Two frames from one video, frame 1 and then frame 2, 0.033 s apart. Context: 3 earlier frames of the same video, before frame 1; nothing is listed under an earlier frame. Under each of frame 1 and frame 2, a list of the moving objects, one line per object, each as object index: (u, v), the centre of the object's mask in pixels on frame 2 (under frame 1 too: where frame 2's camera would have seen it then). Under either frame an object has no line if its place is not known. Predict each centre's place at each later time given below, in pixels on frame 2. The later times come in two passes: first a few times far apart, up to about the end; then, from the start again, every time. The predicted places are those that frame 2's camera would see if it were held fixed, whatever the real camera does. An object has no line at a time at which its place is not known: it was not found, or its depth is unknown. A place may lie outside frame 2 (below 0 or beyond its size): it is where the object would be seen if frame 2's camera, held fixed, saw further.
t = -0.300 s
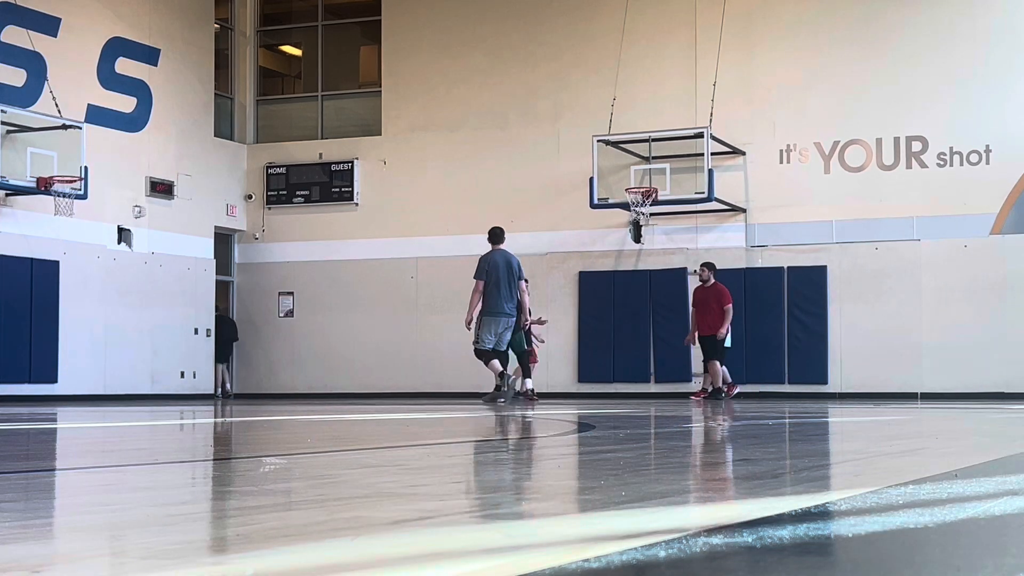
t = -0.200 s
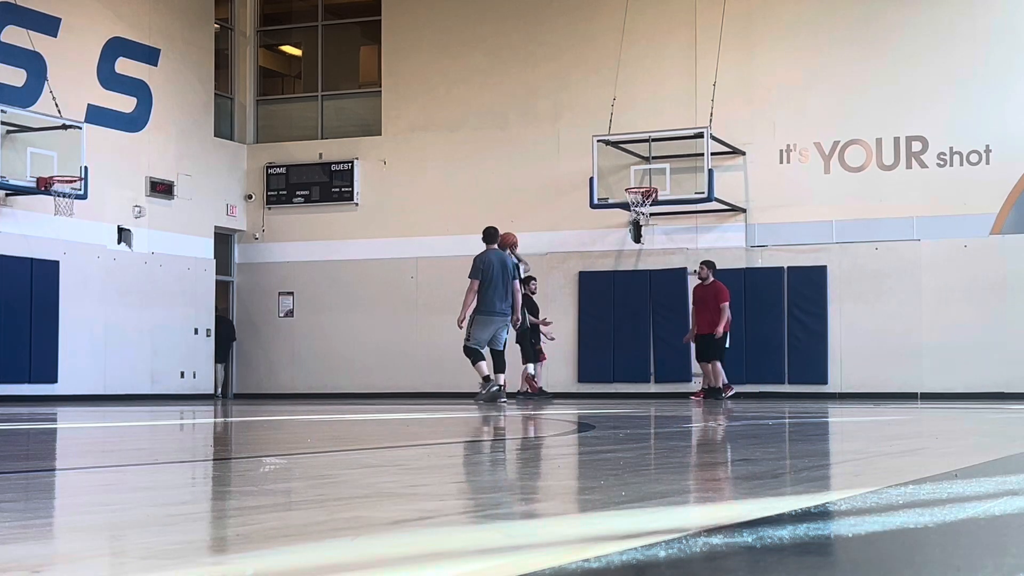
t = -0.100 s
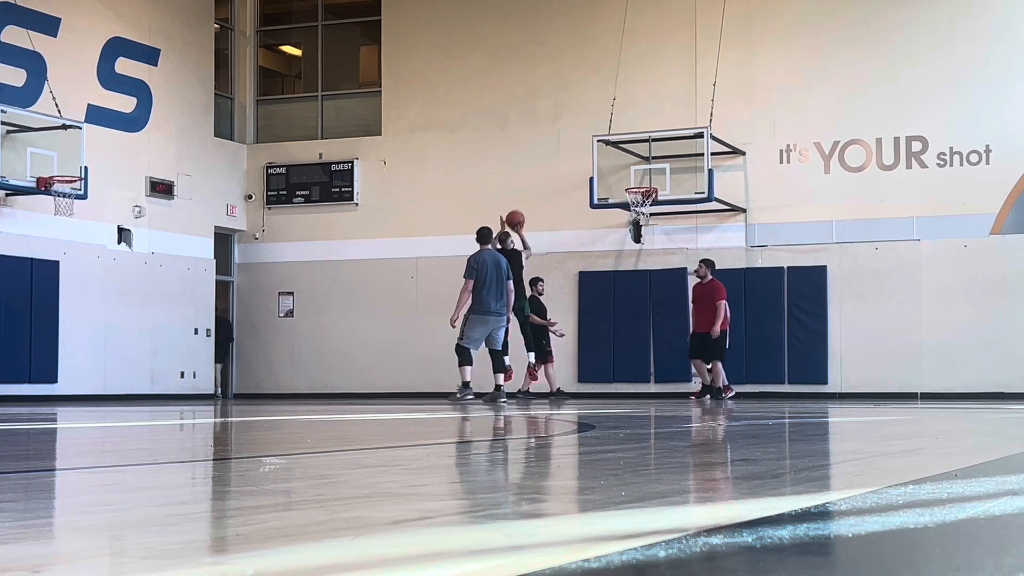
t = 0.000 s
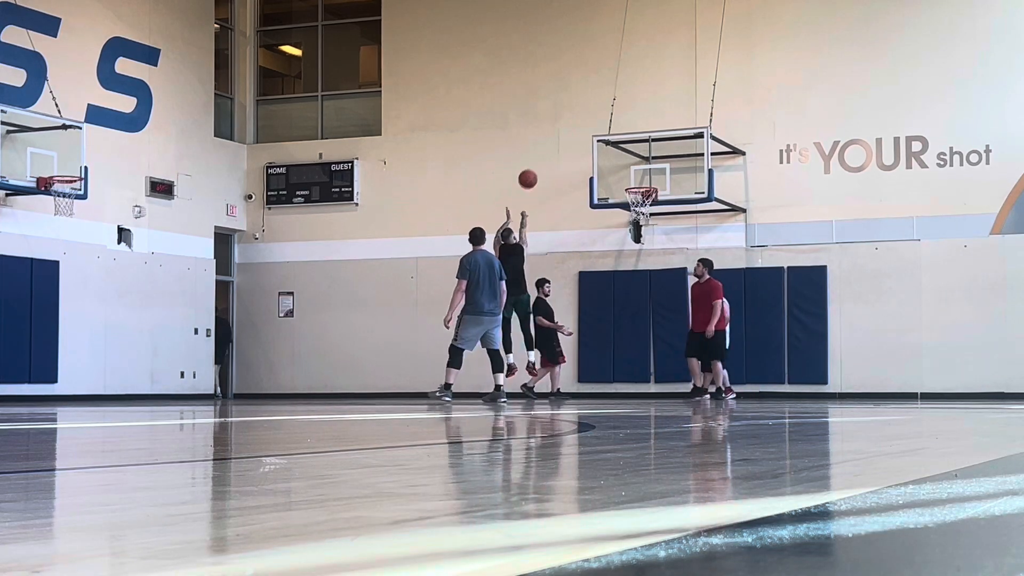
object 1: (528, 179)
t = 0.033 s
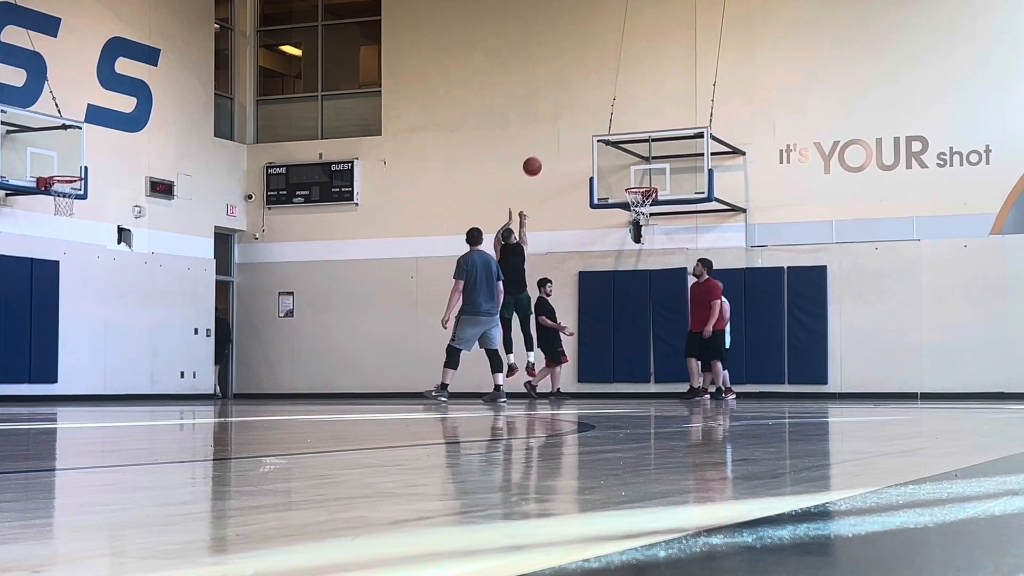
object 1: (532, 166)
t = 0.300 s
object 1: (567, 101)
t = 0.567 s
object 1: (597, 90)
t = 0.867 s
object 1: (627, 134)
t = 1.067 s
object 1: (644, 192)
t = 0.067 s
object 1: (536, 155)
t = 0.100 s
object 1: (541, 144)
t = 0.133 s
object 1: (545, 135)
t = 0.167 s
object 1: (550, 126)
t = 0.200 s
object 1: (554, 118)
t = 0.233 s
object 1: (558, 112)
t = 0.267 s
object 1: (562, 106)
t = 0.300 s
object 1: (567, 101)
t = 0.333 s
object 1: (570, 96)
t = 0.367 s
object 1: (574, 93)
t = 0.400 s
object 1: (578, 90)
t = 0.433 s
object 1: (582, 89)
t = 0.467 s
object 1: (586, 88)
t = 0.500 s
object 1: (589, 88)
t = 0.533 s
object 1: (593, 88)
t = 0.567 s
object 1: (597, 90)
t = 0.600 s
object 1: (600, 92)
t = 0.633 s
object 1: (604, 95)
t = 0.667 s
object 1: (607, 98)
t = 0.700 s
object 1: (610, 103)
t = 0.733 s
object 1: (614, 108)
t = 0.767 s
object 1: (617, 113)
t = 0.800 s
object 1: (621, 120)
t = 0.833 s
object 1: (624, 127)
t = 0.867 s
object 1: (627, 134)
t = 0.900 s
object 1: (630, 143)
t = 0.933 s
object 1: (633, 152)
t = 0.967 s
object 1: (636, 161)
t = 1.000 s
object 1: (640, 171)
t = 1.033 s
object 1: (642, 181)
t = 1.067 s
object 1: (644, 192)
